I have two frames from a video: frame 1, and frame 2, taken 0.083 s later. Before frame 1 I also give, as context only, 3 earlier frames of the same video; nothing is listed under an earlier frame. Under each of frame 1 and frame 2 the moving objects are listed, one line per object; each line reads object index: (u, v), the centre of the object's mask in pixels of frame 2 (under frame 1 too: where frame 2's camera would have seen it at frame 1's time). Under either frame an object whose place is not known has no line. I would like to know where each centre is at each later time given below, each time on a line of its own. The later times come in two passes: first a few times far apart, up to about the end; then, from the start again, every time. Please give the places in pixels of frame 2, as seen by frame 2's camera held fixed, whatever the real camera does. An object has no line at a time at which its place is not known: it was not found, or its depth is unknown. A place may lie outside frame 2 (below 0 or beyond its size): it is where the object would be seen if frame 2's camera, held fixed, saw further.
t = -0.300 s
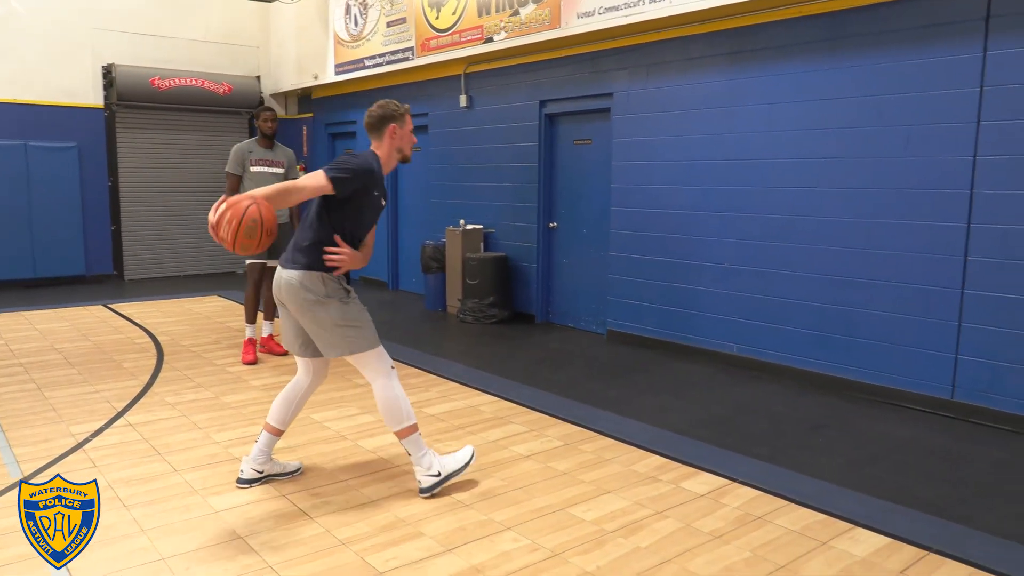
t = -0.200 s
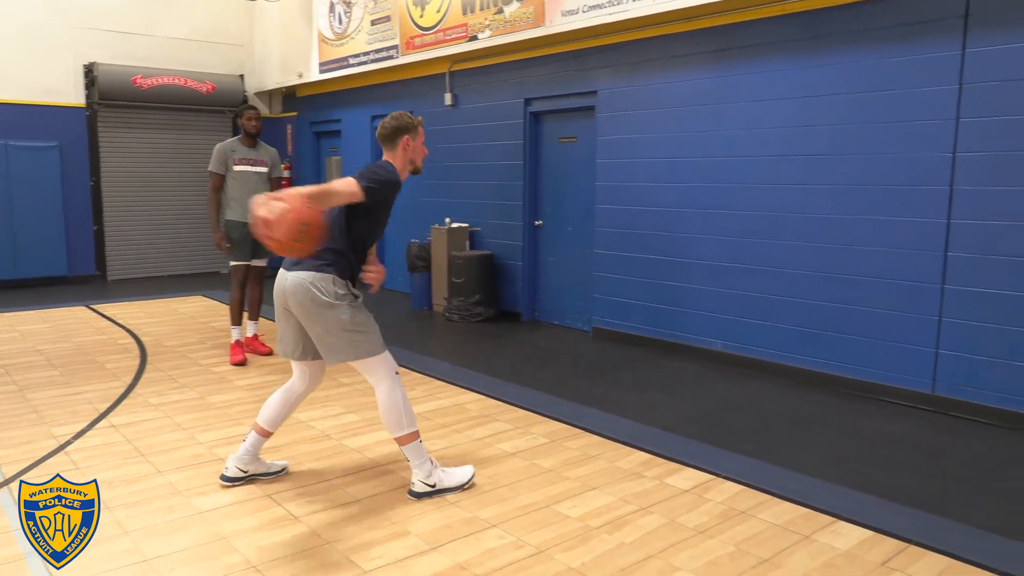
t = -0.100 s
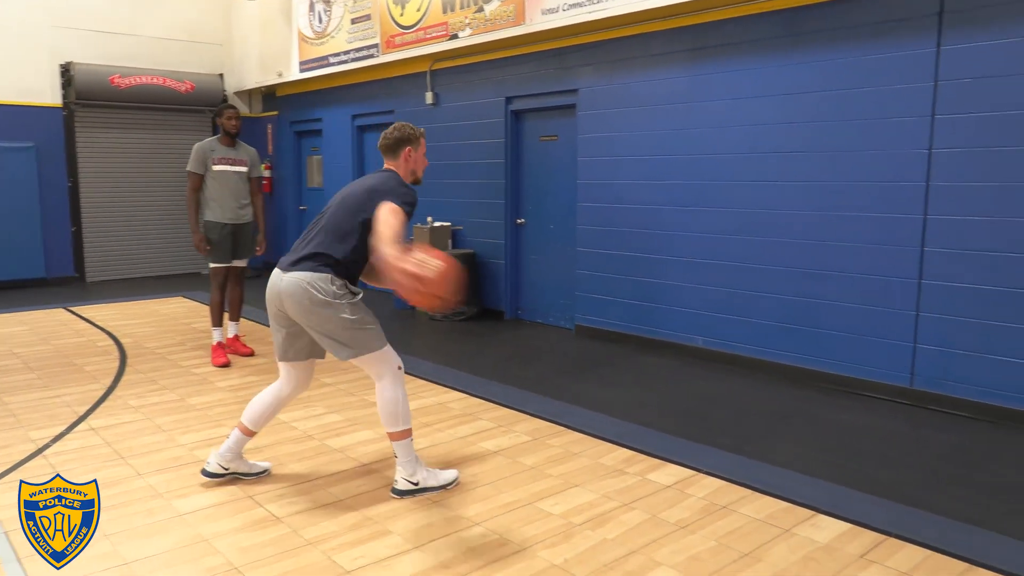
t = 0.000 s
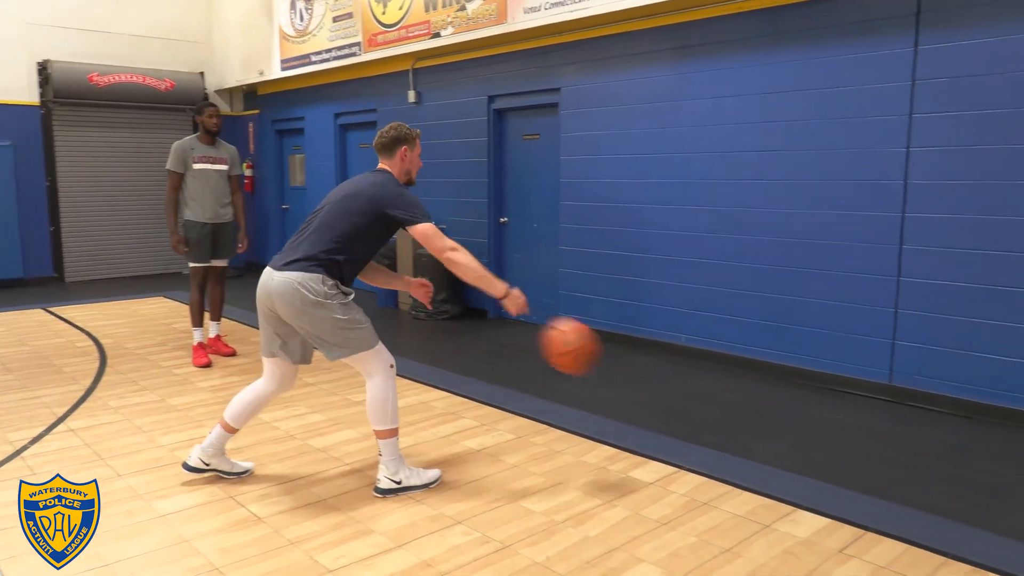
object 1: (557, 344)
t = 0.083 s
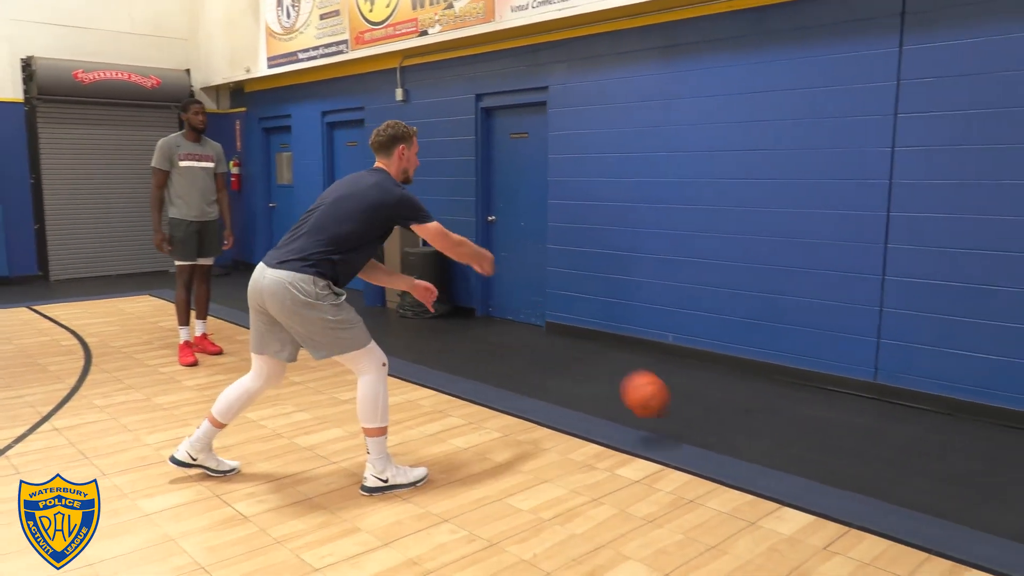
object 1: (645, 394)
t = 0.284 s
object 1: (732, 283)
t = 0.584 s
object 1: (651, 158)
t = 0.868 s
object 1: (471, 135)
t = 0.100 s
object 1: (659, 404)
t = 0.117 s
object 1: (672, 412)
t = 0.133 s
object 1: (680, 400)
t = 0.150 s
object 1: (686, 381)
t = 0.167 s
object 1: (693, 367)
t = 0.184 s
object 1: (699, 352)
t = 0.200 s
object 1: (704, 339)
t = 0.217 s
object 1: (710, 325)
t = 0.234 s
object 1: (716, 314)
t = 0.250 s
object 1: (721, 303)
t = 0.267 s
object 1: (726, 292)
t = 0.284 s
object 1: (732, 283)
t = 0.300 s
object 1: (736, 273)
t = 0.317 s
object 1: (741, 265)
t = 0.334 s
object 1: (745, 257)
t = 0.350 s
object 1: (750, 251)
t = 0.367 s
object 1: (753, 244)
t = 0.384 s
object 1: (749, 235)
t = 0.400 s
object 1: (742, 228)
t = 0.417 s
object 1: (734, 220)
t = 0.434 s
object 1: (727, 212)
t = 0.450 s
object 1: (719, 205)
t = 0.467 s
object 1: (711, 198)
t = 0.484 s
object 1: (703, 191)
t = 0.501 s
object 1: (695, 185)
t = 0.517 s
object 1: (686, 179)
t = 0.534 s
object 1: (678, 173)
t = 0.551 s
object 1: (669, 168)
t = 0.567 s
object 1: (660, 163)
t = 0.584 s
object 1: (651, 158)
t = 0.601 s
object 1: (642, 154)
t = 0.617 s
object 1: (633, 149)
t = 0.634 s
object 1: (623, 146)
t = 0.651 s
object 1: (613, 142)
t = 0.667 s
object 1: (603, 139)
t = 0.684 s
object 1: (593, 136)
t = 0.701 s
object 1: (583, 134)
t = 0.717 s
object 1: (573, 132)
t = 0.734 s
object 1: (562, 131)
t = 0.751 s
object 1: (552, 129)
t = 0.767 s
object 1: (541, 129)
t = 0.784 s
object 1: (530, 129)
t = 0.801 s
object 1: (518, 129)
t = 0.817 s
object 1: (507, 130)
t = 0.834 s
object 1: (495, 131)
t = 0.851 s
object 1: (483, 133)
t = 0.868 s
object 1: (471, 135)
